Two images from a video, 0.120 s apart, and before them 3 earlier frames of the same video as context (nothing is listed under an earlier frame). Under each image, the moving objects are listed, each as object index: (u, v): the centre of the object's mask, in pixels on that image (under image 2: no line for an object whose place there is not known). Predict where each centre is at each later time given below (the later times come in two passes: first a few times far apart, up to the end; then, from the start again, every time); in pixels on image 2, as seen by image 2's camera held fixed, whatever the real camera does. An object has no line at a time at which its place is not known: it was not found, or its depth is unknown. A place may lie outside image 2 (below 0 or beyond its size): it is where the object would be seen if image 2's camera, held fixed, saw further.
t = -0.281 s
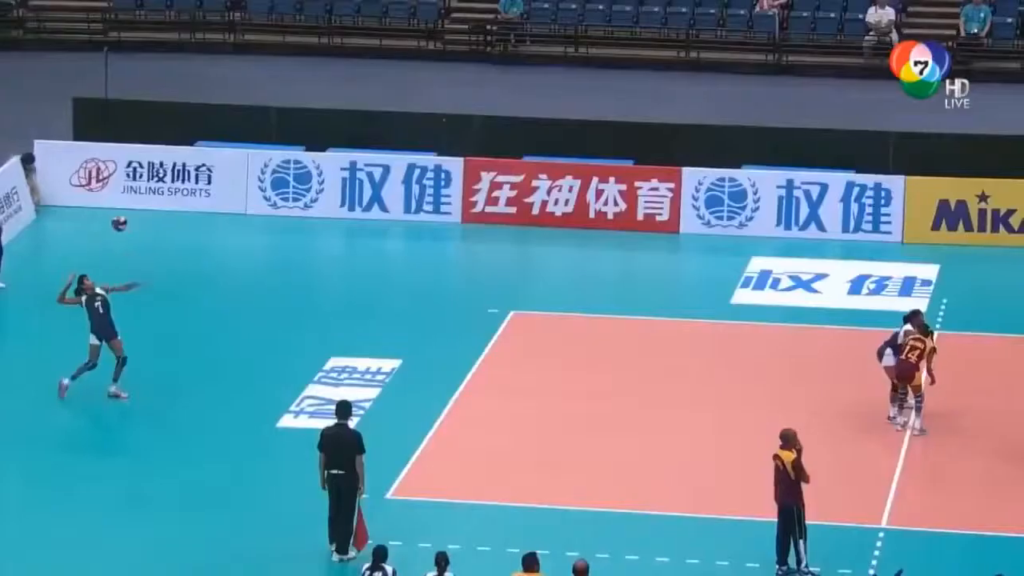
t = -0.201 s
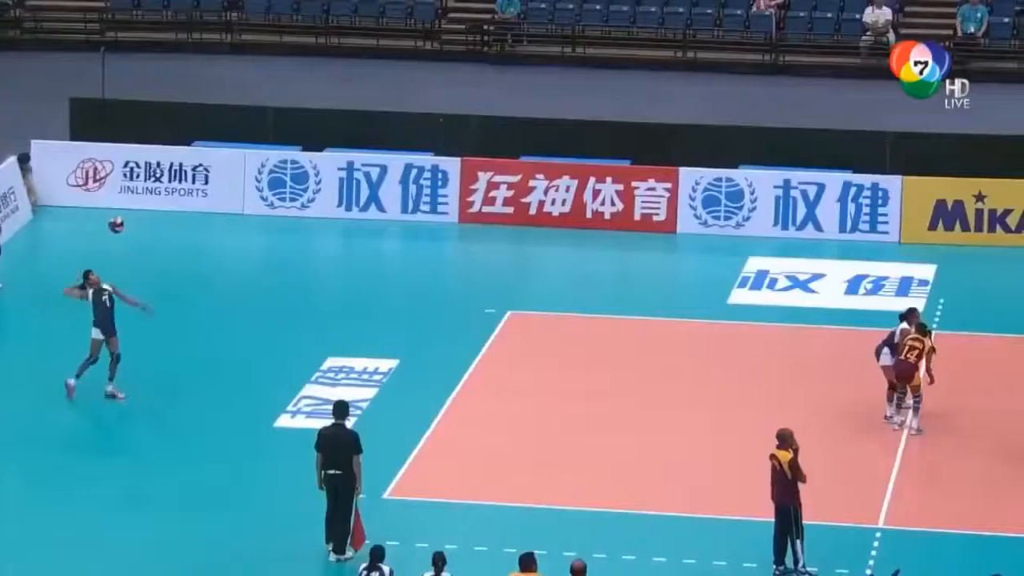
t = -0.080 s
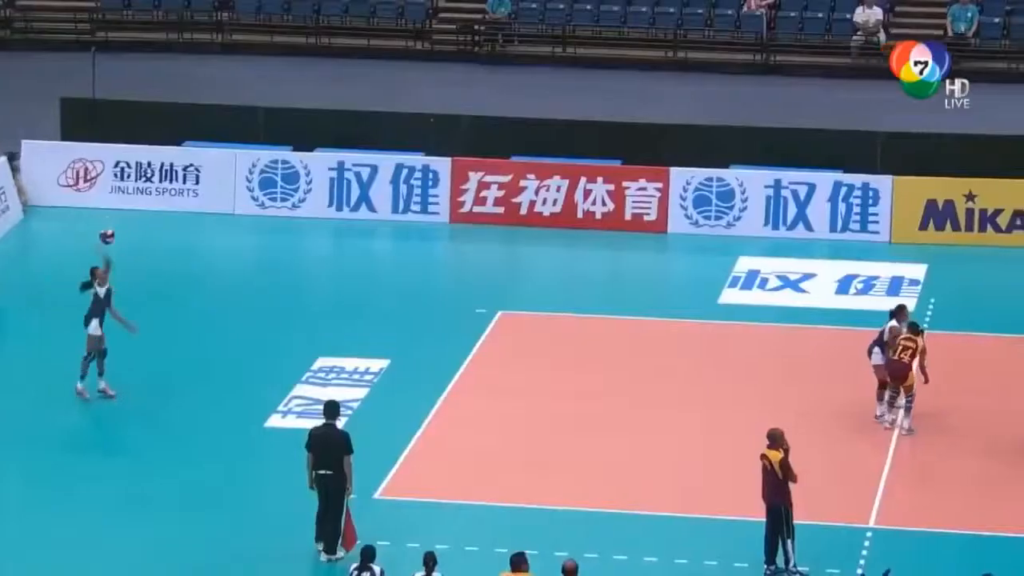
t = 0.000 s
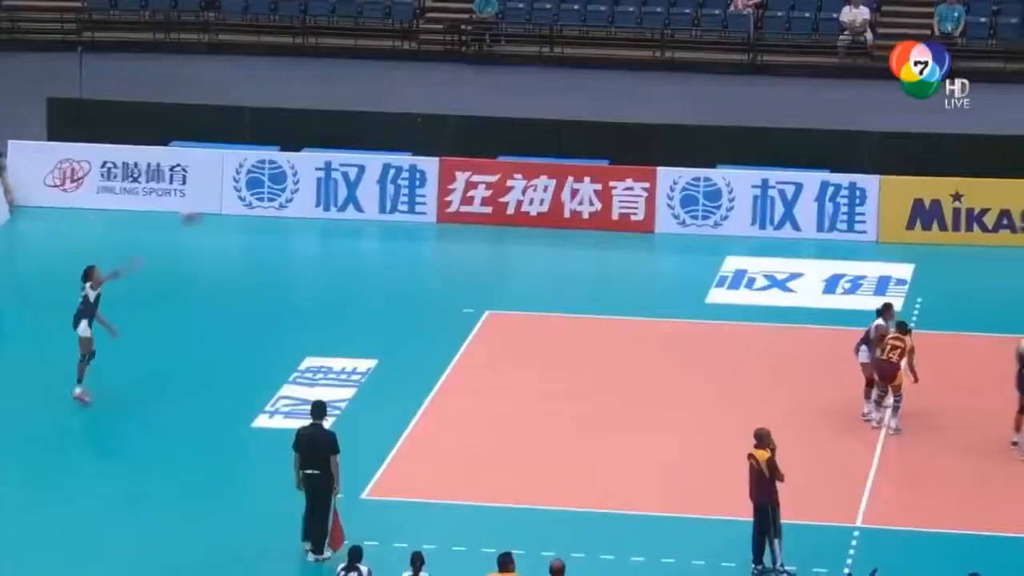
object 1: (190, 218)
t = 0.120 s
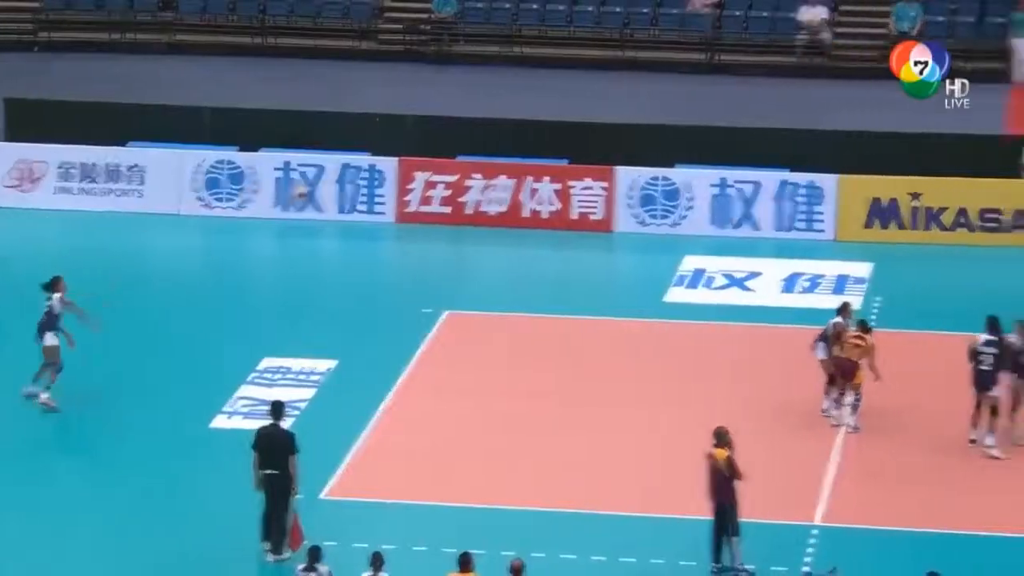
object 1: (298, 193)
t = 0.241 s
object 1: (446, 177)
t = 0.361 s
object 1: (589, 172)
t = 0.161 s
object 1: (349, 185)
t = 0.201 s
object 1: (397, 182)
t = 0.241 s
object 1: (446, 177)
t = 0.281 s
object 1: (495, 173)
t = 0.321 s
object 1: (541, 172)
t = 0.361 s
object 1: (589, 172)
